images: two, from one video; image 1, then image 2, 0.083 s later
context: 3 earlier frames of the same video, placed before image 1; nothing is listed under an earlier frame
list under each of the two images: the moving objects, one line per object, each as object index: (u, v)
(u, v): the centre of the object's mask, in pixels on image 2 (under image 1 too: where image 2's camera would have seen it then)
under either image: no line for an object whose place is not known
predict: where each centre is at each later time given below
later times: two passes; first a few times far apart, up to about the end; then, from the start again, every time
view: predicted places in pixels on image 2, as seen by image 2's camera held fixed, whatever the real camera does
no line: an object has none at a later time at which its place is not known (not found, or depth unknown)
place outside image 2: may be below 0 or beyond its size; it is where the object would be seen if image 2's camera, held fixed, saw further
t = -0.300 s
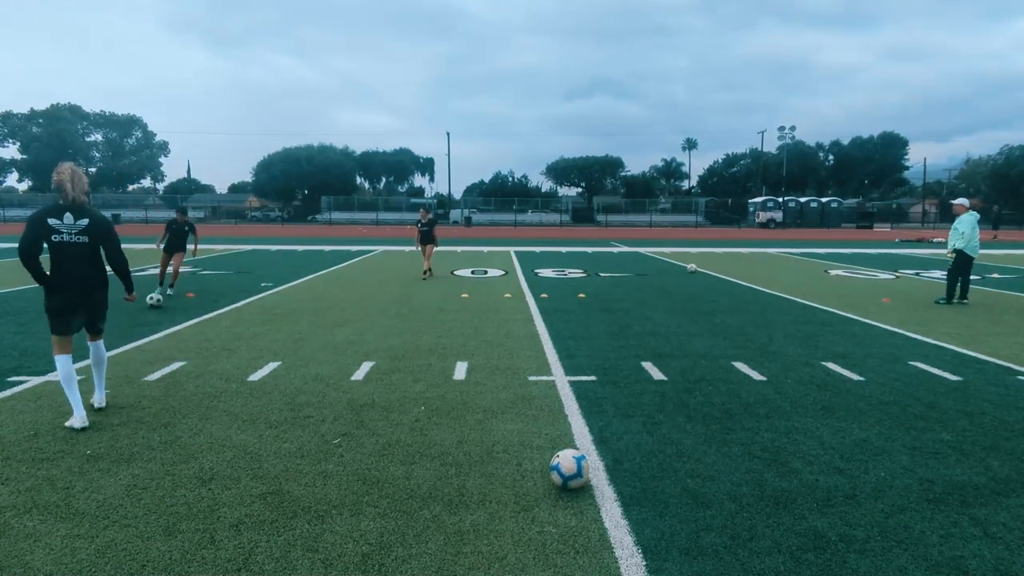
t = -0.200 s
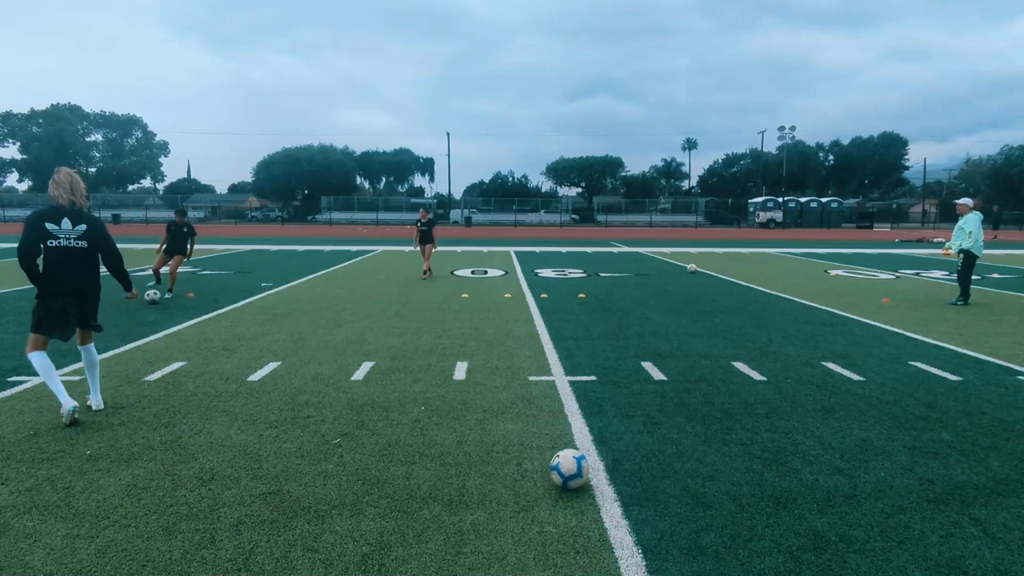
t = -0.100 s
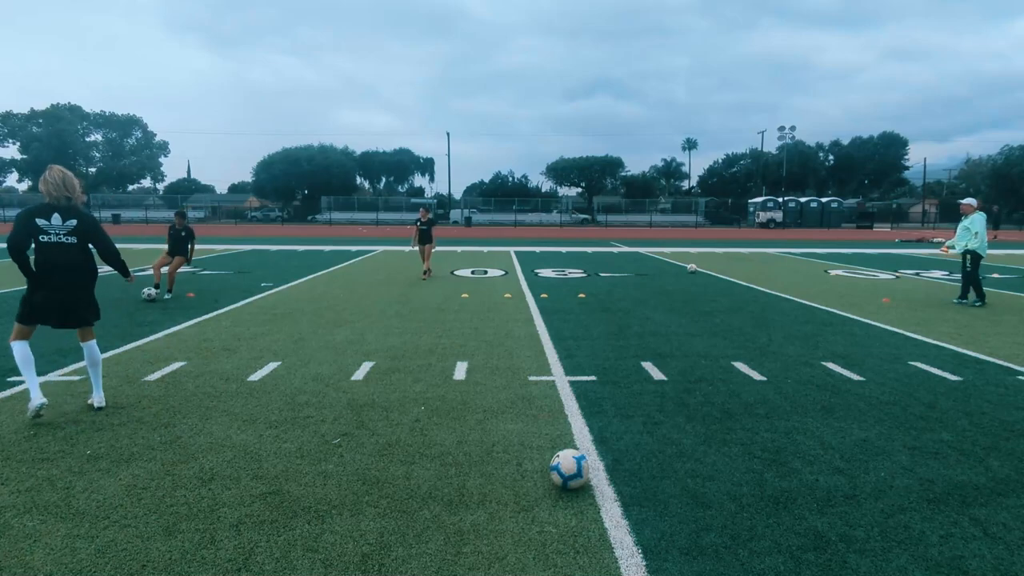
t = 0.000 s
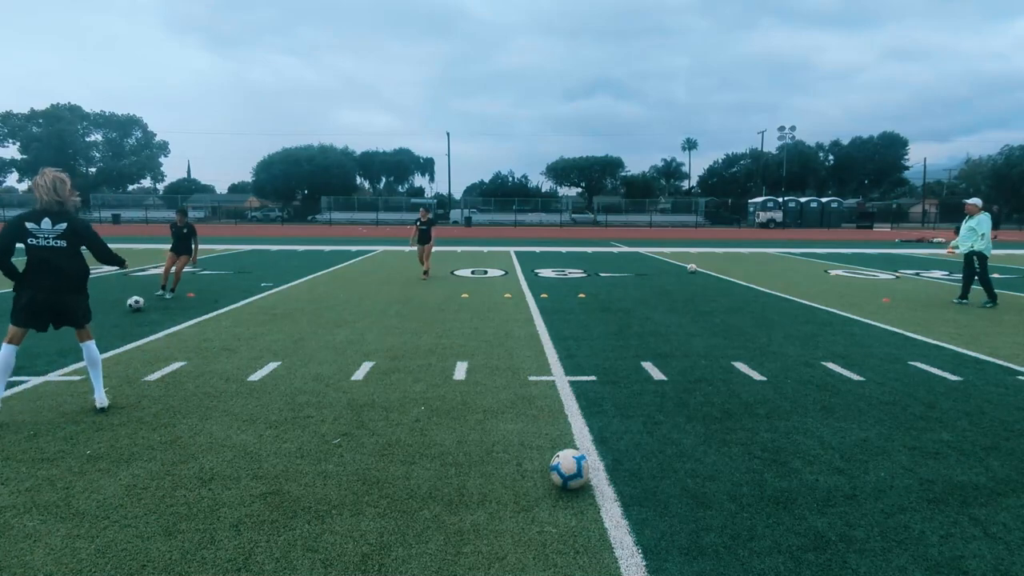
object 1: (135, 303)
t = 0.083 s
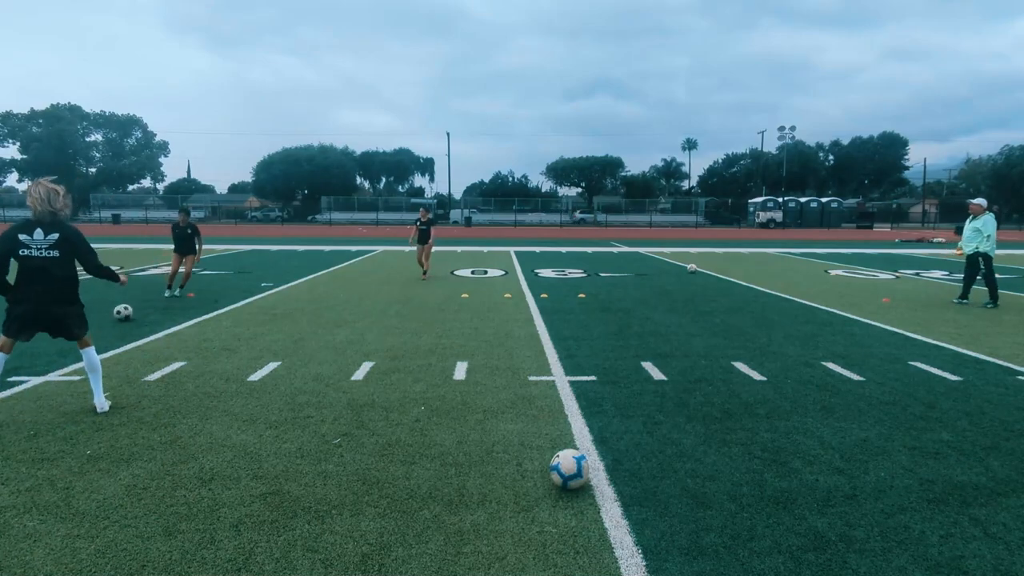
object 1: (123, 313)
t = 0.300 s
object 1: (85, 338)
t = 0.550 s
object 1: (30, 377)
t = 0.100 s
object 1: (120, 314)
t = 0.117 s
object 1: (117, 316)
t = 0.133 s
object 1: (115, 318)
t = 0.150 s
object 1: (112, 320)
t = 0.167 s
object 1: (109, 322)
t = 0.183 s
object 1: (106, 324)
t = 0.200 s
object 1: (103, 326)
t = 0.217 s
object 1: (100, 328)
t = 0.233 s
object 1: (98, 330)
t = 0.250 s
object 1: (95, 332)
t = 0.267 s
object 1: (91, 333)
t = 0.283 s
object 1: (88, 336)
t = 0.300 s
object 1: (85, 338)
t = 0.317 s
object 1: (82, 341)
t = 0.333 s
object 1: (78, 343)
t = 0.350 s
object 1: (75, 345)
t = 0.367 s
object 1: (72, 347)
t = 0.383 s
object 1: (68, 349)
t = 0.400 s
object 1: (65, 352)
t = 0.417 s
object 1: (61, 355)
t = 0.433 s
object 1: (57, 358)
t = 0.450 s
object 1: (54, 360)
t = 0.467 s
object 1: (50, 362)
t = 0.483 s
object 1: (46, 364)
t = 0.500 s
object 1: (42, 367)
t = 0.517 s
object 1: (39, 370)
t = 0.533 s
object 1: (35, 373)
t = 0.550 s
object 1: (30, 377)
